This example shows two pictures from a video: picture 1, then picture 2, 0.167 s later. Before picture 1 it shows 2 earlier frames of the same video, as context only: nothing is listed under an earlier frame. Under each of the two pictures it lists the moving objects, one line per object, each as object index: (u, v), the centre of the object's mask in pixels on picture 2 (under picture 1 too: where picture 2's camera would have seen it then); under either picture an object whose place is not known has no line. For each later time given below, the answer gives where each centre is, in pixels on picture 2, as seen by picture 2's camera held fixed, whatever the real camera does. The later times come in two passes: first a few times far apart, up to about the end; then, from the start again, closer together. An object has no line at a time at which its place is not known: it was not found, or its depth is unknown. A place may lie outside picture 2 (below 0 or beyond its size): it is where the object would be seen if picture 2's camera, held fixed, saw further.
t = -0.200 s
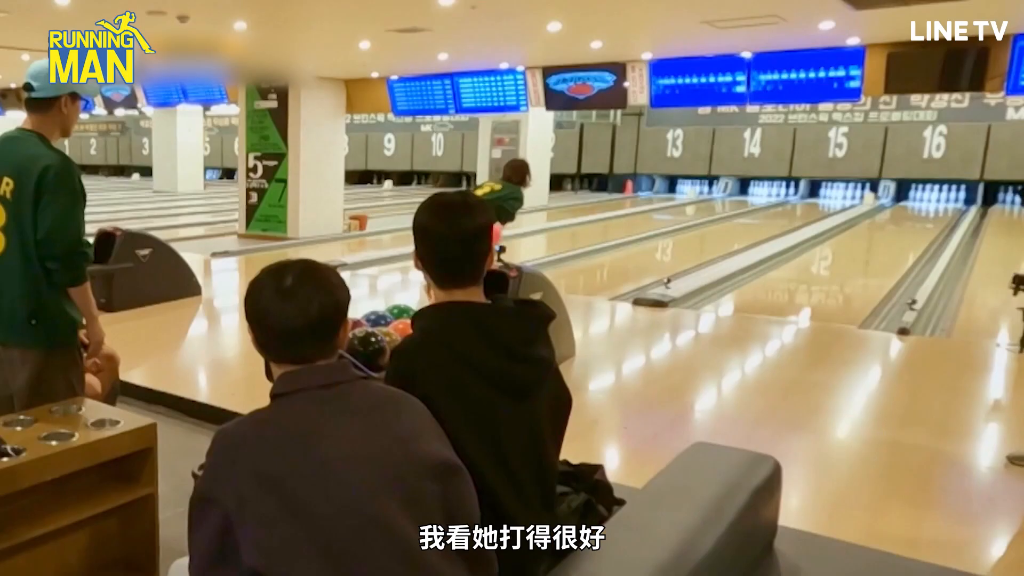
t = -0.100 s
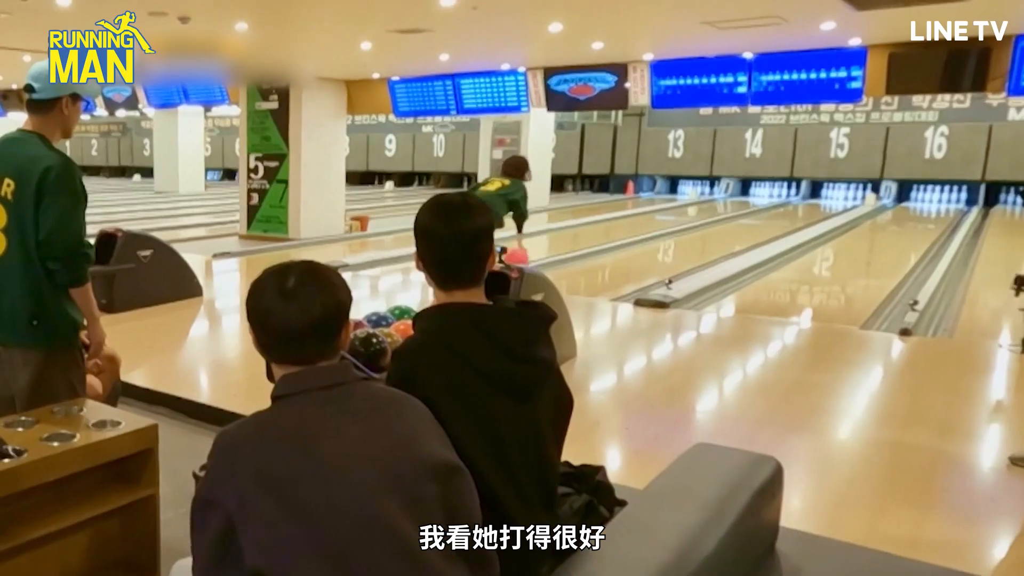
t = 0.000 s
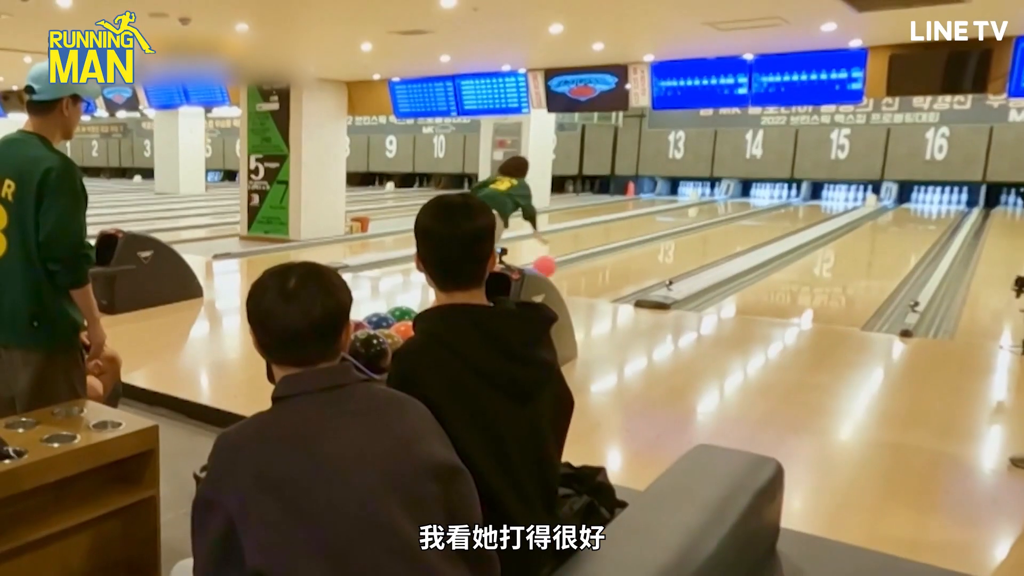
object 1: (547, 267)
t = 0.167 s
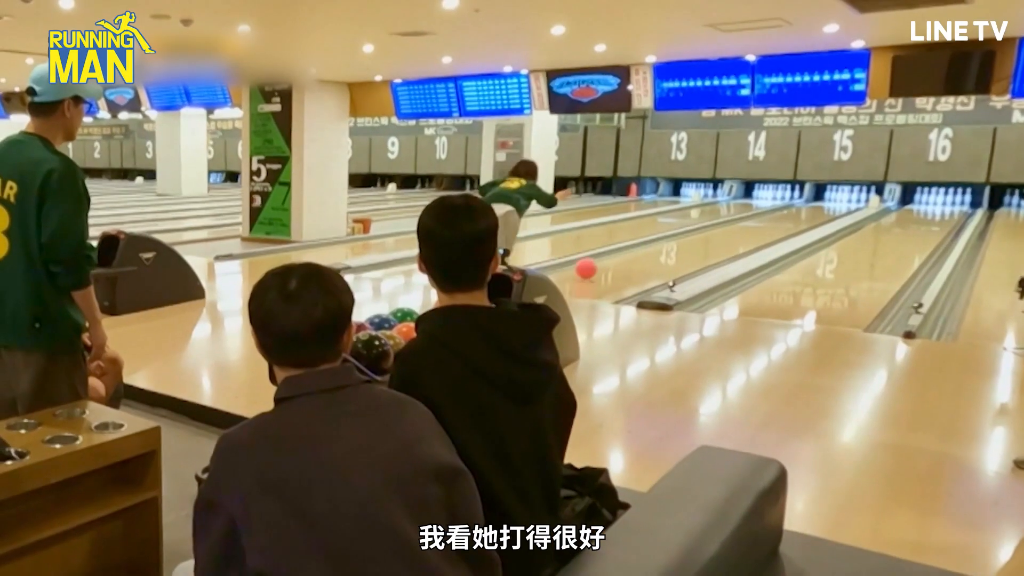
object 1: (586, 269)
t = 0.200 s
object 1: (593, 268)
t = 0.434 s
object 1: (637, 255)
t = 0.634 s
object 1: (668, 245)
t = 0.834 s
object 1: (694, 237)
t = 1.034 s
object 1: (716, 231)
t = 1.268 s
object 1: (737, 223)
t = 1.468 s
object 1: (752, 219)
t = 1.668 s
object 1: (764, 214)
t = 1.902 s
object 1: (779, 210)
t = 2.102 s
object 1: (788, 207)
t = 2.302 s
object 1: (796, 204)
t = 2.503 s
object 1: (803, 201)
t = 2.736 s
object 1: (810, 198)
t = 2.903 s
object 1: (820, 199)
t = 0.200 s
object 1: (593, 268)
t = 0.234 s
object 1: (600, 267)
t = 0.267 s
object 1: (606, 264)
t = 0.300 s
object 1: (613, 263)
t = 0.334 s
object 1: (620, 260)
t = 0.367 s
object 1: (626, 259)
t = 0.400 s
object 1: (632, 257)
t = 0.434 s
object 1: (637, 255)
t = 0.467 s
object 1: (643, 253)
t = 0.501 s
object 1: (649, 251)
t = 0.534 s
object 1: (654, 249)
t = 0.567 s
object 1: (659, 248)
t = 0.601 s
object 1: (664, 246)
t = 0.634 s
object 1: (668, 245)
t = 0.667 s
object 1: (673, 243)
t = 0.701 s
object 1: (678, 242)
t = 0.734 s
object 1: (682, 240)
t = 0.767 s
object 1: (686, 239)
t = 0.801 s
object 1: (690, 238)
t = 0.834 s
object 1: (694, 237)
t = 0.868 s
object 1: (698, 236)
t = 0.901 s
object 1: (701, 234)
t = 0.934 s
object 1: (705, 233)
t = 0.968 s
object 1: (708, 232)
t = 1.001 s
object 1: (712, 231)
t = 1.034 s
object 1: (716, 231)
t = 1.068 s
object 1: (719, 229)
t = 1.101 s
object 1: (722, 228)
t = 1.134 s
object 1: (725, 227)
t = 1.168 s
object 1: (728, 227)
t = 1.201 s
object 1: (731, 225)
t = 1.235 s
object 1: (734, 225)
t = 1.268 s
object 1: (737, 223)
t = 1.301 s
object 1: (739, 223)
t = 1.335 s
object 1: (742, 222)
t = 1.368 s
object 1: (745, 221)
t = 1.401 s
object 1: (747, 220)
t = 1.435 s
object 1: (750, 220)
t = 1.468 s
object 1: (752, 219)
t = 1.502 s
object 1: (755, 218)
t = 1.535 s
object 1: (757, 217)
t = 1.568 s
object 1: (759, 216)
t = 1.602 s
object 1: (761, 216)
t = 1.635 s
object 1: (763, 215)
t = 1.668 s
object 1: (764, 214)
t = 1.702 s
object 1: (767, 214)
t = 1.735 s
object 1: (769, 213)
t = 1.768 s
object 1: (772, 212)
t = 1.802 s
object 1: (773, 211)
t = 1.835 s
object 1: (775, 211)
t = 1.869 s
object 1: (777, 211)
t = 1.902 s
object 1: (779, 210)
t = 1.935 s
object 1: (781, 209)
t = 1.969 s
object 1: (782, 209)
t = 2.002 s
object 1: (784, 208)
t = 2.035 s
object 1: (786, 207)
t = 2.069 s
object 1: (788, 207)
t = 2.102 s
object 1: (788, 207)
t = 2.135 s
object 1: (790, 206)
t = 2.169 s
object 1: (791, 206)
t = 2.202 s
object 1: (792, 205)
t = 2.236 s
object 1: (793, 205)
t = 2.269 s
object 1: (794, 204)
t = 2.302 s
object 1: (796, 204)
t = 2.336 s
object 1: (797, 204)
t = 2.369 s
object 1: (798, 203)
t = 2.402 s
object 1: (800, 202)
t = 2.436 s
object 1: (802, 202)
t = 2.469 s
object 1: (802, 202)
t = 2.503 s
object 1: (803, 201)
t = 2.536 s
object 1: (804, 201)
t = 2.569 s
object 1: (806, 200)
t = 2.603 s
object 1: (806, 200)
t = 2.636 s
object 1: (807, 200)
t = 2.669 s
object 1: (808, 199)
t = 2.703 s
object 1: (809, 199)
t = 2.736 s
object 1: (810, 198)
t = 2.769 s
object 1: (810, 198)
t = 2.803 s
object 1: (811, 198)
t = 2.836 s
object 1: (811, 198)
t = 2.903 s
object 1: (820, 199)
